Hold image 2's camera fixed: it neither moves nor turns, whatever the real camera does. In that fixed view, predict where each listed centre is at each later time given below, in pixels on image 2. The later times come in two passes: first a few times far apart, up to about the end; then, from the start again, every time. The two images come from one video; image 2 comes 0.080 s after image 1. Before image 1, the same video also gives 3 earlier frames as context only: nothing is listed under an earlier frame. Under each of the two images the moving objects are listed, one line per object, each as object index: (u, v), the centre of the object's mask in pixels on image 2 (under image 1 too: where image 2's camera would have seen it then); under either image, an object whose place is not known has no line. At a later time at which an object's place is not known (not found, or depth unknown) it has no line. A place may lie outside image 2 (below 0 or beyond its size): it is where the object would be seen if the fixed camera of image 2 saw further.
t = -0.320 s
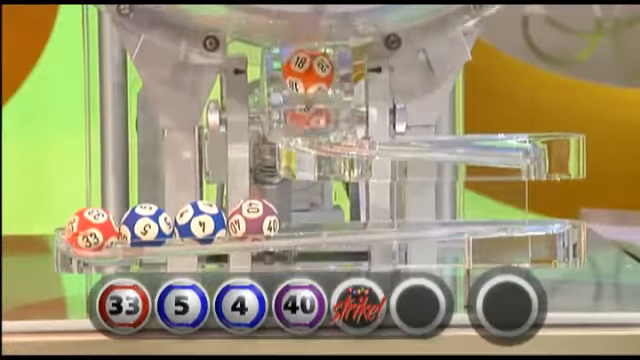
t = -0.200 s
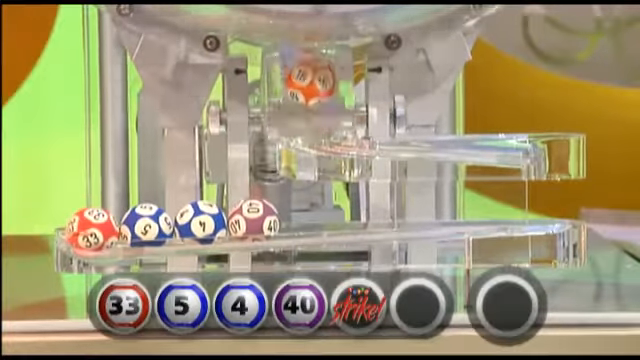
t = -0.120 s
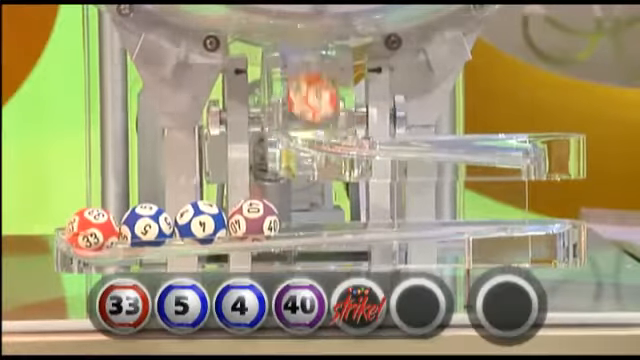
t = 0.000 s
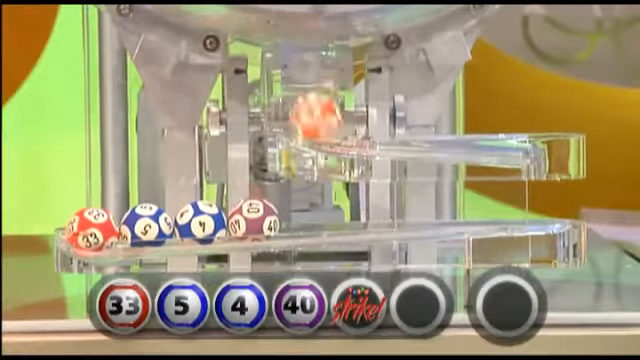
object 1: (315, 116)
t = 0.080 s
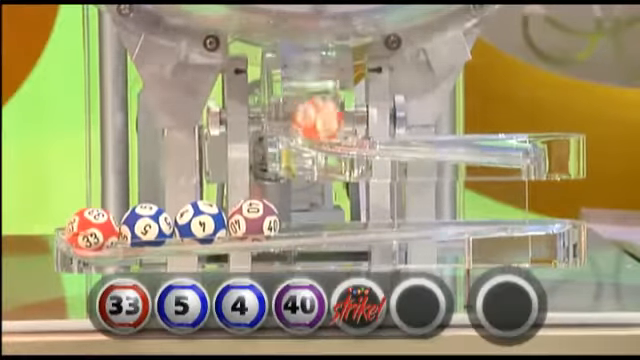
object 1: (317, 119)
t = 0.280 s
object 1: (394, 128)
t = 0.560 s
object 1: (548, 148)
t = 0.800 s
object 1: (545, 198)
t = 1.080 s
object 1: (532, 204)
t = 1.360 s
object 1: (508, 204)
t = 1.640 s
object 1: (465, 207)
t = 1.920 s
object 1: (402, 211)
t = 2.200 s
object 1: (324, 215)
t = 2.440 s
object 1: (307, 216)
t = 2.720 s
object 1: (306, 216)
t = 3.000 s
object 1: (306, 216)
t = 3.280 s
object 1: (306, 216)
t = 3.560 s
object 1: (306, 216)
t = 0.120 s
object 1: (324, 123)
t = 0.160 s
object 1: (335, 123)
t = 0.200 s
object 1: (354, 126)
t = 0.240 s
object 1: (373, 125)
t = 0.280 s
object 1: (394, 128)
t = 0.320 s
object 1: (418, 130)
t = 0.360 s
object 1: (440, 131)
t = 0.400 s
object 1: (462, 131)
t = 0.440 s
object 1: (485, 133)
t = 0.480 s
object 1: (509, 134)
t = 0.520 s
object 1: (534, 138)
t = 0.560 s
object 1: (548, 148)
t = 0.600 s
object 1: (547, 150)
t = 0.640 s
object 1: (546, 163)
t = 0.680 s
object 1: (547, 181)
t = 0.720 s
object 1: (542, 203)
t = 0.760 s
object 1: (545, 201)
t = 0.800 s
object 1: (545, 198)
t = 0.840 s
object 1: (542, 199)
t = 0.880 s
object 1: (539, 202)
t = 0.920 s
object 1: (538, 200)
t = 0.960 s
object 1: (538, 201)
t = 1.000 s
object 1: (536, 203)
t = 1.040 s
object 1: (534, 202)
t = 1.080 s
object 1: (532, 204)
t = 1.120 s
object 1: (530, 204)
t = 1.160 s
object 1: (527, 204)
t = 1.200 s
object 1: (524, 204)
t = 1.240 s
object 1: (521, 204)
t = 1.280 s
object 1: (518, 204)
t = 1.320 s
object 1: (513, 204)
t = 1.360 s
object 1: (508, 204)
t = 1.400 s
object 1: (503, 204)
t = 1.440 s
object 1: (497, 205)
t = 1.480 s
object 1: (491, 205)
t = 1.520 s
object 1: (486, 206)
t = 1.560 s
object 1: (479, 206)
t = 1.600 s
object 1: (472, 206)
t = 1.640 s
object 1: (465, 207)
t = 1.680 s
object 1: (456, 207)
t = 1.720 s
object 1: (449, 208)
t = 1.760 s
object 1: (440, 209)
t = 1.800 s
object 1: (431, 208)
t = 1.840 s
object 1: (421, 210)
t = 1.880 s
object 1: (413, 210)
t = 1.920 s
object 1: (402, 211)
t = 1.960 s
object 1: (391, 212)
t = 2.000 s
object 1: (380, 213)
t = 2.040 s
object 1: (371, 213)
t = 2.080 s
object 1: (359, 213)
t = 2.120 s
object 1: (348, 214)
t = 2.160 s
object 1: (336, 214)
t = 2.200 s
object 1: (324, 215)
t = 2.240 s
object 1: (312, 215)
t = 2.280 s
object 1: (306, 216)
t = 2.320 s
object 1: (307, 216)
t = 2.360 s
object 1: (308, 216)
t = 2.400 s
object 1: (308, 216)
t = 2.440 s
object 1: (307, 216)
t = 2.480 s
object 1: (307, 216)
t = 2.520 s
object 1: (306, 216)
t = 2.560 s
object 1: (307, 216)
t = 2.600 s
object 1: (307, 216)
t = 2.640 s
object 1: (306, 216)
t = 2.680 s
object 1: (306, 216)
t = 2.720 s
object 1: (306, 216)
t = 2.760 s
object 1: (306, 216)
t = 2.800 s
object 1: (306, 216)
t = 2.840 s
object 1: (306, 216)
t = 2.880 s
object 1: (306, 216)
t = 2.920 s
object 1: (306, 216)
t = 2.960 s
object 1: (306, 216)
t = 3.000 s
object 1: (306, 216)
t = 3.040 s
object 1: (306, 216)
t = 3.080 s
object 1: (306, 216)
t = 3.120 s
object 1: (306, 216)
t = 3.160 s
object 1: (306, 216)
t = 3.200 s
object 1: (306, 216)
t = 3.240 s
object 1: (306, 216)
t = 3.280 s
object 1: (306, 216)
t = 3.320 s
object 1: (306, 217)
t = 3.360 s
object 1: (307, 216)
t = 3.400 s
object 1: (306, 216)
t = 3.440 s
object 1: (306, 216)
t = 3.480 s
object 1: (306, 216)
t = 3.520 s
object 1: (306, 216)
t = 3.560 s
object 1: (306, 216)
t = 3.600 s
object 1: (306, 216)
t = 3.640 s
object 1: (306, 216)
